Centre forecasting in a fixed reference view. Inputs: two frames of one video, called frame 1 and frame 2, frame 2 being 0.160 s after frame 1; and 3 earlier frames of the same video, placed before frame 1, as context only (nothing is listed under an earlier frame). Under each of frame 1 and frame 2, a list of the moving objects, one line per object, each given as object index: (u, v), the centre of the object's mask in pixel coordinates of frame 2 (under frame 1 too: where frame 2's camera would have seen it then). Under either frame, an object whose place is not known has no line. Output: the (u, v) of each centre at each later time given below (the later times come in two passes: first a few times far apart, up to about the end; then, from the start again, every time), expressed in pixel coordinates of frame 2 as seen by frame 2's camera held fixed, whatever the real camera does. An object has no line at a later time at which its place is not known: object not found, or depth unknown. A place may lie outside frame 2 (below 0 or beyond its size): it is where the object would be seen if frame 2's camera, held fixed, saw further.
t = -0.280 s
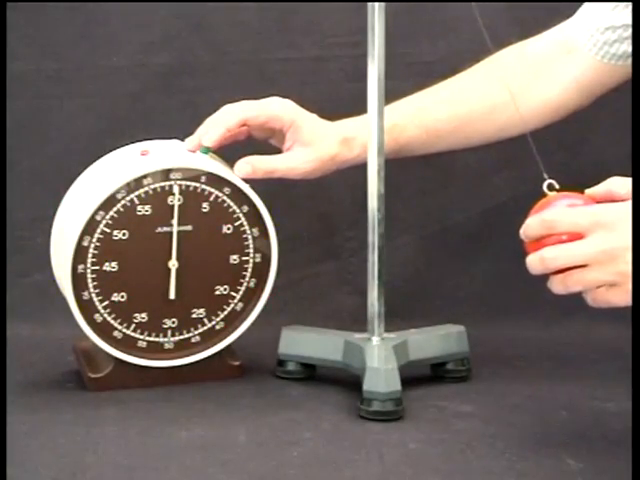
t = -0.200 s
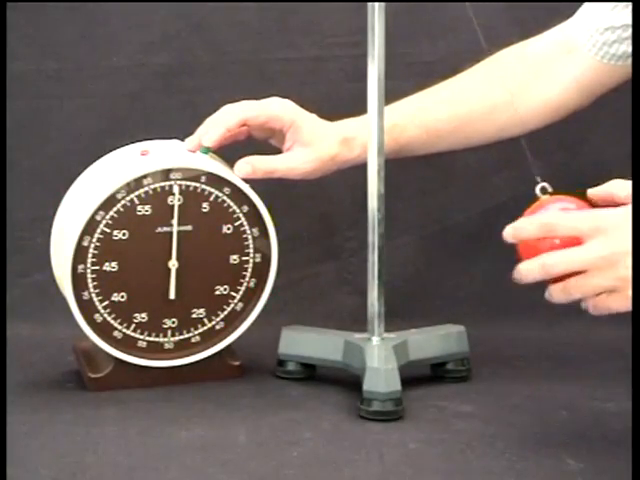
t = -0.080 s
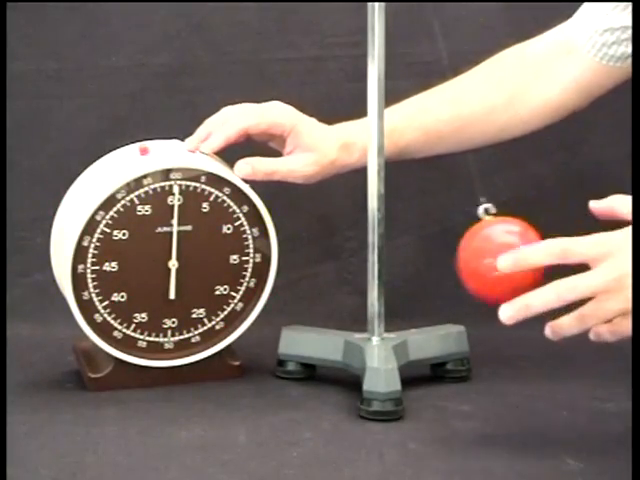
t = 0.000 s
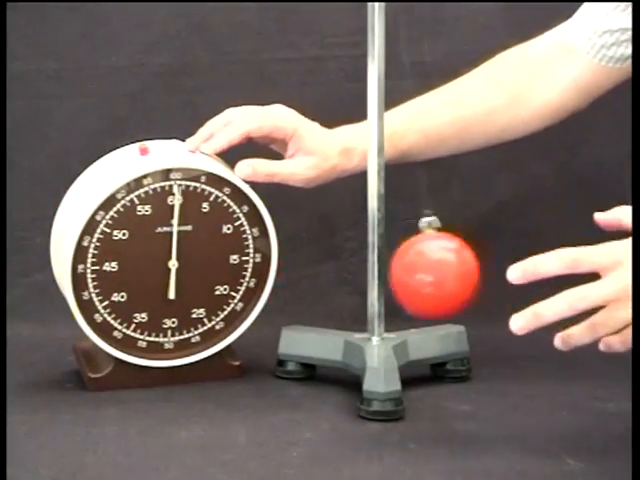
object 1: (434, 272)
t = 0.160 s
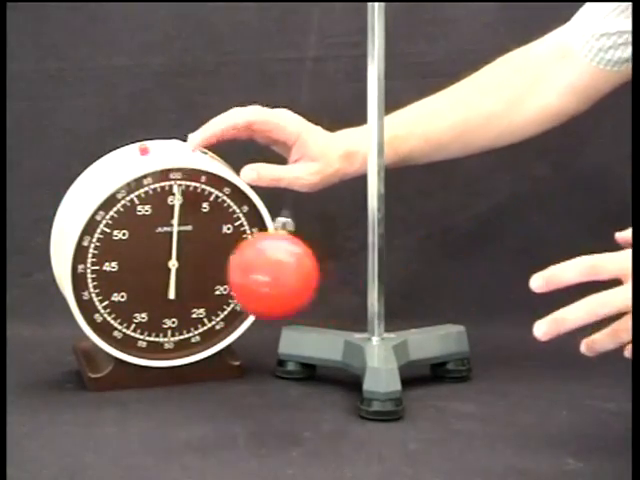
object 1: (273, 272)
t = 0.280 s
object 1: (176, 250)
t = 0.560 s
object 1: (172, 245)
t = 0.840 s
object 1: (424, 273)
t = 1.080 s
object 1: (562, 235)
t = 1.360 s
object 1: (436, 272)
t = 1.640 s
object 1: (179, 252)
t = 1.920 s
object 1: (173, 247)
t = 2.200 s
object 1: (421, 273)
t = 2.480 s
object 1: (561, 236)
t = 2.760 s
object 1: (398, 276)
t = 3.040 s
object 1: (162, 243)
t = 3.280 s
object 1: (174, 245)
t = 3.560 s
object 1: (419, 273)
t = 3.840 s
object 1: (560, 237)
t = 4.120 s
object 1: (398, 277)
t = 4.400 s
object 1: (163, 246)
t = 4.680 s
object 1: (198, 257)
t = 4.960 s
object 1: (452, 269)
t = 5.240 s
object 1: (553, 241)
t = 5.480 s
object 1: (399, 277)
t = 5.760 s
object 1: (167, 244)
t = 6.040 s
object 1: (199, 257)
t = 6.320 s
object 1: (451, 270)
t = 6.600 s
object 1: (551, 242)
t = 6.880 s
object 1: (360, 279)
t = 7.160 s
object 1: (155, 240)
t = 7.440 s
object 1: (229, 263)
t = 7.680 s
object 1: (450, 270)
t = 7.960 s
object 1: (550, 243)
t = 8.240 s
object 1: (360, 279)
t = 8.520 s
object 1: (157, 240)
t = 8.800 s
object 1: (230, 263)
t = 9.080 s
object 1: (480, 264)
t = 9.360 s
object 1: (537, 248)
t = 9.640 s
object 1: (322, 278)
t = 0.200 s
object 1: (234, 267)
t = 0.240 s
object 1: (202, 260)
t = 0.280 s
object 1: (176, 250)
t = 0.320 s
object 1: (155, 243)
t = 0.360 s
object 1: (140, 237)
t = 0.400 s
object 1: (133, 233)
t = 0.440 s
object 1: (132, 233)
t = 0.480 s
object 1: (138, 235)
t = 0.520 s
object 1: (152, 241)
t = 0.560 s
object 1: (172, 245)
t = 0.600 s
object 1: (197, 257)
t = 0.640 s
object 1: (227, 262)
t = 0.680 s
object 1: (265, 270)
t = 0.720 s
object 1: (304, 275)
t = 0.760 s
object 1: (344, 277)
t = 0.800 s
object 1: (385, 276)
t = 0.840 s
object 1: (424, 273)
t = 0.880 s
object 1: (460, 267)
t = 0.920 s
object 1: (492, 259)
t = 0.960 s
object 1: (519, 251)
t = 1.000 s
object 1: (540, 244)
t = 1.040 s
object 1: (555, 238)
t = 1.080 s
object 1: (562, 235)
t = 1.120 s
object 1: (564, 235)
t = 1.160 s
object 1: (558, 238)
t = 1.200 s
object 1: (546, 243)
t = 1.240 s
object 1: (527, 249)
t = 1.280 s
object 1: (502, 258)
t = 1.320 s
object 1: (471, 266)
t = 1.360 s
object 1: (436, 272)
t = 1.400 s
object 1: (397, 276)
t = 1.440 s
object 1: (356, 278)
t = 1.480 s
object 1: (317, 278)
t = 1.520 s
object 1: (277, 273)
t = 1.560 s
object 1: (239, 266)
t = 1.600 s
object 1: (206, 260)
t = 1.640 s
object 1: (179, 252)
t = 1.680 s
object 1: (158, 244)
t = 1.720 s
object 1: (143, 238)
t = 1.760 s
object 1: (135, 234)
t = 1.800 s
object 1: (134, 234)
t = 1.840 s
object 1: (139, 236)
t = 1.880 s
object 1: (153, 242)
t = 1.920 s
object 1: (173, 247)
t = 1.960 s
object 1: (198, 255)
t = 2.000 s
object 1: (227, 262)
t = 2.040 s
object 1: (263, 270)
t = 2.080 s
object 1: (302, 275)
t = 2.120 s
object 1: (341, 277)
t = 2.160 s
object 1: (382, 277)
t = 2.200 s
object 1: (421, 273)
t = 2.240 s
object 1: (457, 267)
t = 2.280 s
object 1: (489, 260)
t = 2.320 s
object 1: (516, 252)
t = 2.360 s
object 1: (537, 245)
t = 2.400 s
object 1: (552, 240)
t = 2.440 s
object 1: (560, 237)
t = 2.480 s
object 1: (561, 236)
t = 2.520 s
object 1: (557, 239)
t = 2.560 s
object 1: (544, 243)
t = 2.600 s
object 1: (526, 250)
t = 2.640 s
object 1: (501, 258)
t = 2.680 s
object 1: (471, 266)
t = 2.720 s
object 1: (436, 272)
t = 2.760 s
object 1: (398, 276)
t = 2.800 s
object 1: (358, 279)
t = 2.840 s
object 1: (319, 277)
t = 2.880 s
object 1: (279, 273)
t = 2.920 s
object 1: (242, 267)
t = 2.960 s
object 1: (210, 258)
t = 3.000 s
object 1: (183, 250)
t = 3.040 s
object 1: (162, 243)
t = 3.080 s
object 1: (148, 236)
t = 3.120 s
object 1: (138, 235)
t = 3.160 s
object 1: (137, 235)
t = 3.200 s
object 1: (142, 237)
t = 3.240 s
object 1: (154, 242)
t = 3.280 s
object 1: (174, 245)
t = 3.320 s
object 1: (197, 257)
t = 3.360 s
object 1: (226, 265)
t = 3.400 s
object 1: (263, 269)
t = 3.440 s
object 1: (301, 274)
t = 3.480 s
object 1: (339, 277)
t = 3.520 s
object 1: (380, 277)
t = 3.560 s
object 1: (419, 273)
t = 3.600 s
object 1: (454, 268)
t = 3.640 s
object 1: (486, 261)
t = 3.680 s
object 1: (513, 253)
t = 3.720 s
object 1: (535, 246)
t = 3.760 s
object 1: (550, 241)
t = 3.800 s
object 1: (558, 238)
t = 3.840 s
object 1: (560, 237)
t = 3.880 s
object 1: (555, 239)
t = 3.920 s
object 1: (543, 244)
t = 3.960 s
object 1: (525, 250)
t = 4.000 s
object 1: (500, 258)
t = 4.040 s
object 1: (471, 266)
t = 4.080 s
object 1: (436, 273)
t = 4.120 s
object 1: (398, 277)
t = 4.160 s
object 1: (359, 279)
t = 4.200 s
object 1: (320, 277)
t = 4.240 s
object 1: (282, 273)
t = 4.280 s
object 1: (245, 267)
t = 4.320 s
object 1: (213, 259)
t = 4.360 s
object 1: (185, 251)
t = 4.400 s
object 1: (163, 246)
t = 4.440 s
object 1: (150, 238)
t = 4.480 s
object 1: (140, 236)
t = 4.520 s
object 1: (139, 235)
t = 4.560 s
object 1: (146, 235)
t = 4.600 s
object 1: (156, 242)
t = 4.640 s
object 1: (174, 249)
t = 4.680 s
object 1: (198, 257)
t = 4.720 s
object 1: (227, 264)
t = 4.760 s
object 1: (263, 269)
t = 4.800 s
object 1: (300, 275)
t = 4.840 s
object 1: (337, 277)
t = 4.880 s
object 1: (378, 277)
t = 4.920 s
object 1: (417, 274)
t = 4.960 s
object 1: (452, 269)
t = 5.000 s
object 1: (484, 262)
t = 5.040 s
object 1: (511, 254)
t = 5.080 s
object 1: (533, 247)
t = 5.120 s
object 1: (548, 242)
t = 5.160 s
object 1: (556, 239)
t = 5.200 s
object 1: (558, 239)
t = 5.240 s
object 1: (553, 241)
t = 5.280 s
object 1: (542, 245)
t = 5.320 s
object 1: (524, 252)
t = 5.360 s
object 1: (500, 259)
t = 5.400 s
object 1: (470, 266)
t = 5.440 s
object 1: (436, 273)
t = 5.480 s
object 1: (399, 277)
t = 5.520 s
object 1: (360, 279)
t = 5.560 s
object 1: (321, 278)
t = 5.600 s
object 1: (283, 273)
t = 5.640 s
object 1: (246, 268)
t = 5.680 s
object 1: (216, 260)
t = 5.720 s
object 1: (188, 252)
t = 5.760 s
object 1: (167, 244)
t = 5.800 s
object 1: (151, 241)
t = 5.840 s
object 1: (143, 237)
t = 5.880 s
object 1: (141, 236)
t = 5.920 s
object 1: (148, 236)
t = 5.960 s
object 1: (159, 241)
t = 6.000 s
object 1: (176, 248)
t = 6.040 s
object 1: (199, 257)
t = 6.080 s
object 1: (228, 265)
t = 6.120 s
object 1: (264, 270)
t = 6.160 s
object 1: (301, 275)
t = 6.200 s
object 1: (338, 277)
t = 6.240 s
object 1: (378, 278)
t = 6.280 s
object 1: (417, 274)
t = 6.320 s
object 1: (451, 270)
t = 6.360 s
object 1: (482, 263)
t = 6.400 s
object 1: (510, 255)
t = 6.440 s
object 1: (531, 249)
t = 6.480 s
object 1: (546, 243)
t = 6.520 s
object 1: (554, 240)
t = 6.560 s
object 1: (556, 240)
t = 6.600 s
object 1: (551, 242)
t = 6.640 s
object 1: (540, 246)
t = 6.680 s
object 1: (523, 252)
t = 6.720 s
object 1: (499, 260)
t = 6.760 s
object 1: (470, 267)
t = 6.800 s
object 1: (436, 273)
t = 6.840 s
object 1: (399, 277)
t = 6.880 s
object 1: (360, 279)
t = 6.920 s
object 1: (322, 278)
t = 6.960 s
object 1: (284, 274)
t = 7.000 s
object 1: (248, 268)
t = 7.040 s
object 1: (217, 261)
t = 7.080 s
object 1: (190, 253)
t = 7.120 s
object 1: (169, 246)
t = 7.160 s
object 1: (155, 240)
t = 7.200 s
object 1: (146, 237)
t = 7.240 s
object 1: (144, 237)
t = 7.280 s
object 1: (150, 237)
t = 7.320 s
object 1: (161, 241)
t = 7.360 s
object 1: (178, 246)
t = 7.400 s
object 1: (201, 257)
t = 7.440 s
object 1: (229, 263)
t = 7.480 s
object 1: (264, 270)
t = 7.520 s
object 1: (301, 275)
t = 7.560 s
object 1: (338, 277)
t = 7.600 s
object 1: (377, 278)
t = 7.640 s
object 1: (415, 275)
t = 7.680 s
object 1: (450, 270)
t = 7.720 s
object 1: (481, 263)
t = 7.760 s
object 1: (508, 257)
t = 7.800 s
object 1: (529, 250)
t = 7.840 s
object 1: (544, 245)
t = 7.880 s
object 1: (552, 242)
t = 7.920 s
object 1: (554, 241)
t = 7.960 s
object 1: (550, 243)
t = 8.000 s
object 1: (539, 247)
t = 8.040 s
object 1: (521, 253)
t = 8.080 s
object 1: (498, 260)
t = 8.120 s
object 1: (469, 267)
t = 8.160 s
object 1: (435, 273)
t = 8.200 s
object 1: (399, 277)
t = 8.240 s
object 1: (360, 279)
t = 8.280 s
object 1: (322, 278)
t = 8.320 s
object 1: (285, 274)
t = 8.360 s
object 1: (249, 268)
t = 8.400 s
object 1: (219, 261)
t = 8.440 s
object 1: (192, 253)
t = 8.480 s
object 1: (172, 245)
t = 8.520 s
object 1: (157, 240)
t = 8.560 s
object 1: (149, 236)
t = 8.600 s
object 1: (148, 235)
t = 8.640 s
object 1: (151, 239)
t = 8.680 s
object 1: (163, 242)
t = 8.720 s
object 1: (180, 249)
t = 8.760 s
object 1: (203, 256)
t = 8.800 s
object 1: (230, 263)
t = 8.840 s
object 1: (265, 270)
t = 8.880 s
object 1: (301, 275)
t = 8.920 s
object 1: (337, 278)
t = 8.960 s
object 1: (376, 278)
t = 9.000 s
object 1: (414, 274)
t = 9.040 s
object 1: (447, 270)
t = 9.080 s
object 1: (480, 264)
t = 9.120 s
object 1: (506, 257)
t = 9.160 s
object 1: (527, 250)
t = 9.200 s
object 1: (542, 246)
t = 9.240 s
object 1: (551, 243)
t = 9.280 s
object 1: (552, 242)
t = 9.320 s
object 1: (548, 244)
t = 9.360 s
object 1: (537, 248)
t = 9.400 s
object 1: (519, 254)
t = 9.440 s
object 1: (496, 260)
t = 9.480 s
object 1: (467, 267)
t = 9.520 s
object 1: (435, 273)
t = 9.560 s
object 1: (398, 277)
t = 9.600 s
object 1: (361, 279)
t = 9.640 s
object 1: (322, 278)
